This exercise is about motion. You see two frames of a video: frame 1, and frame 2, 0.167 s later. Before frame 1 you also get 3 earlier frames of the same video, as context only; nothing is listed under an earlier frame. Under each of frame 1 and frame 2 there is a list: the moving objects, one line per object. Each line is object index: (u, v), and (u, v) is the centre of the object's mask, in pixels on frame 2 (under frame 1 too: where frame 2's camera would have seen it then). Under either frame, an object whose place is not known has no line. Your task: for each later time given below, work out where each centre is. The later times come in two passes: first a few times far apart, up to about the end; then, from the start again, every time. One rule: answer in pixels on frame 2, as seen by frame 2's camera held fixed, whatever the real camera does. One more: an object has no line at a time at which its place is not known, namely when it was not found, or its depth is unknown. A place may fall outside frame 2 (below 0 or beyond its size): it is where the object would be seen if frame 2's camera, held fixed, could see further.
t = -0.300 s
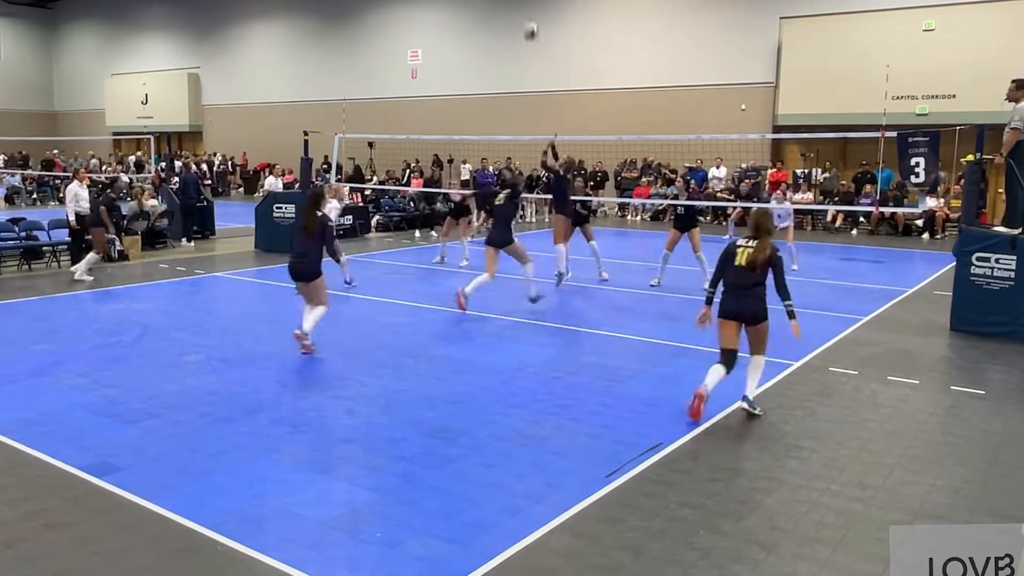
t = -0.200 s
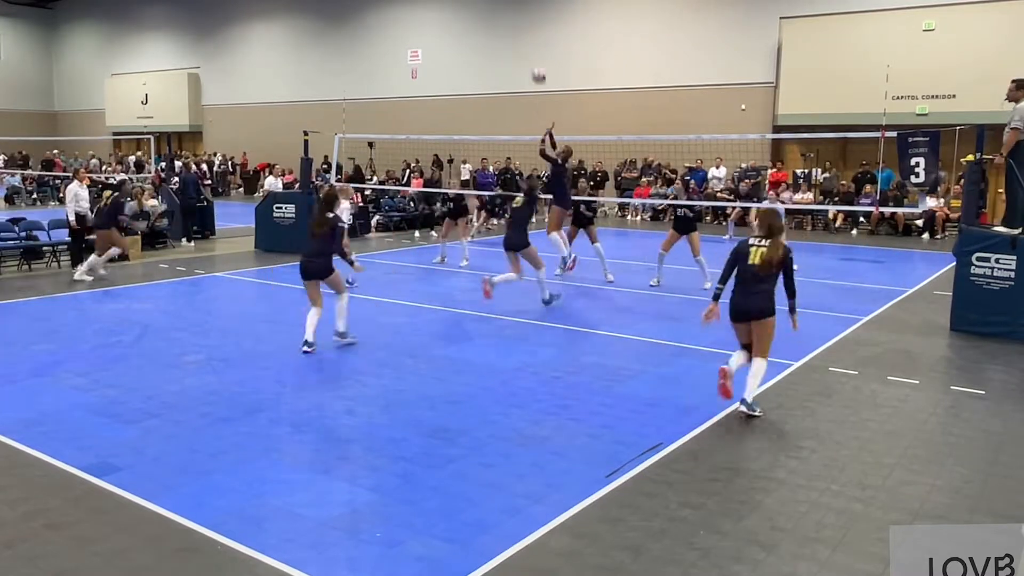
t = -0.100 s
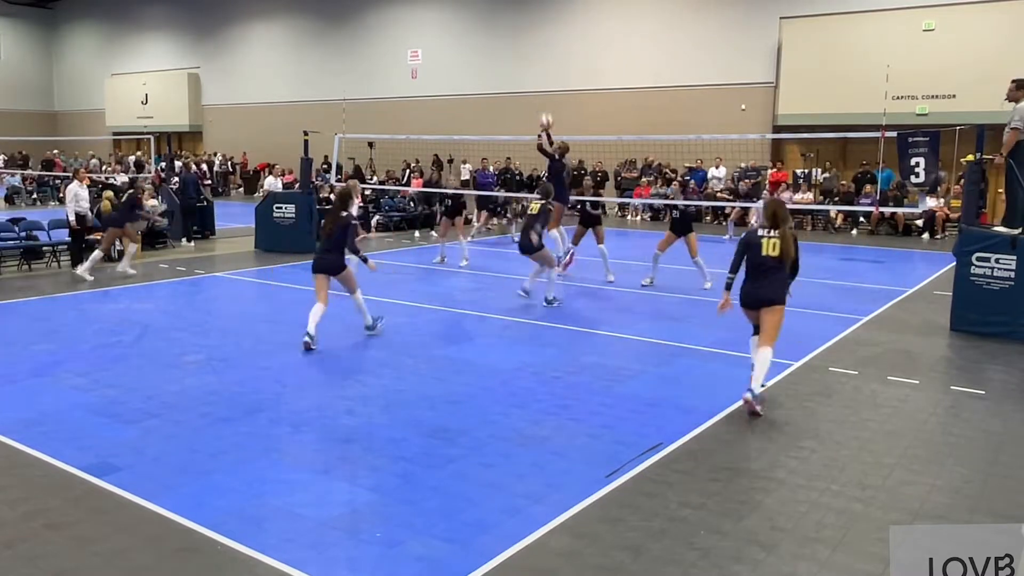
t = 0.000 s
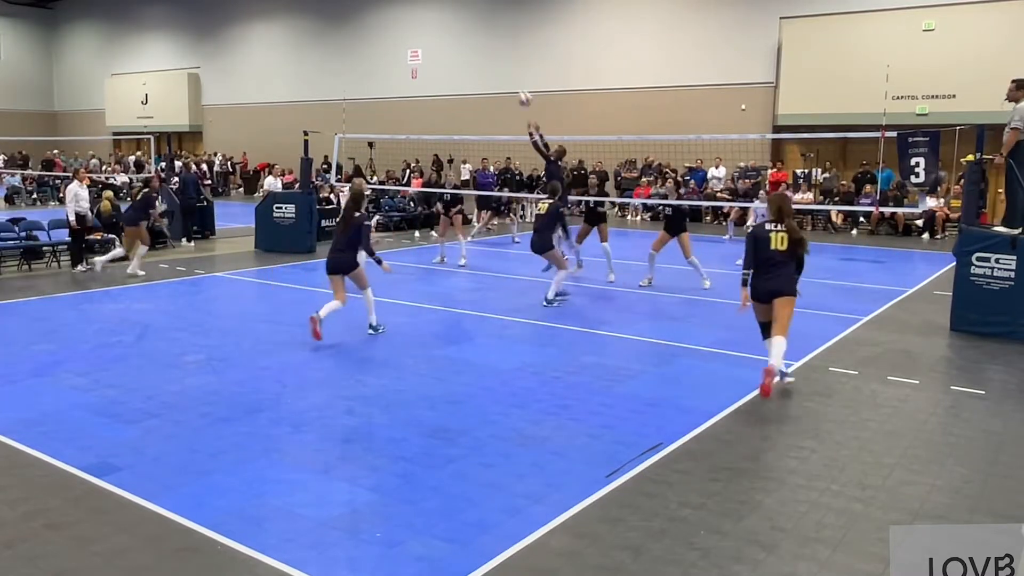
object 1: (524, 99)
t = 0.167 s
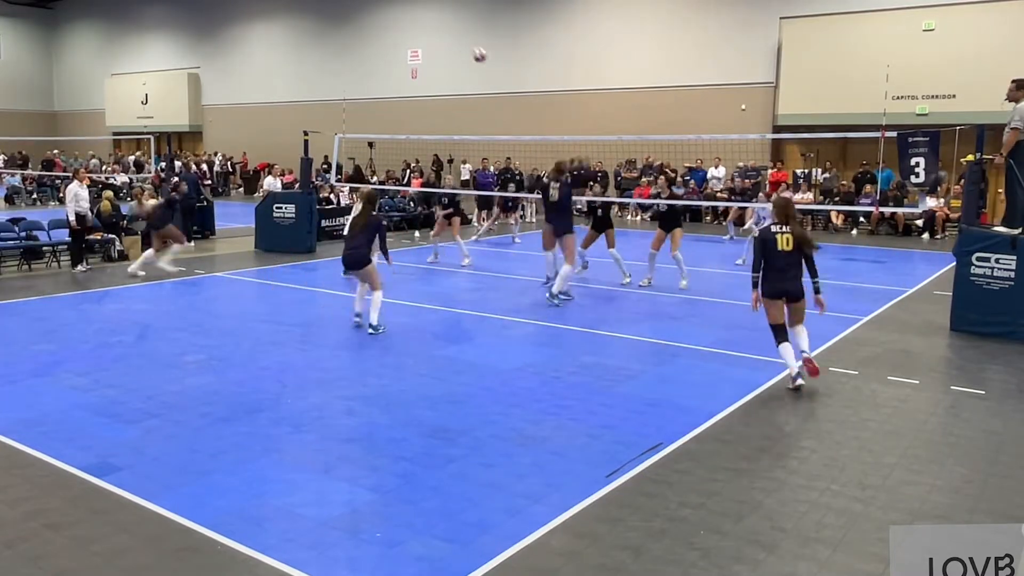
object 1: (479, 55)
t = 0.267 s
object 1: (455, 40)
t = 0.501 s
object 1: (402, 30)
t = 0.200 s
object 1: (471, 49)
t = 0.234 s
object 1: (462, 44)
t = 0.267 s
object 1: (455, 40)
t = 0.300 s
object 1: (447, 36)
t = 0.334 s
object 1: (439, 33)
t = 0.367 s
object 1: (431, 31)
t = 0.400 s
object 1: (424, 29)
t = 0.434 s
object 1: (416, 29)
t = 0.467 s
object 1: (409, 29)
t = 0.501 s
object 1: (402, 30)
